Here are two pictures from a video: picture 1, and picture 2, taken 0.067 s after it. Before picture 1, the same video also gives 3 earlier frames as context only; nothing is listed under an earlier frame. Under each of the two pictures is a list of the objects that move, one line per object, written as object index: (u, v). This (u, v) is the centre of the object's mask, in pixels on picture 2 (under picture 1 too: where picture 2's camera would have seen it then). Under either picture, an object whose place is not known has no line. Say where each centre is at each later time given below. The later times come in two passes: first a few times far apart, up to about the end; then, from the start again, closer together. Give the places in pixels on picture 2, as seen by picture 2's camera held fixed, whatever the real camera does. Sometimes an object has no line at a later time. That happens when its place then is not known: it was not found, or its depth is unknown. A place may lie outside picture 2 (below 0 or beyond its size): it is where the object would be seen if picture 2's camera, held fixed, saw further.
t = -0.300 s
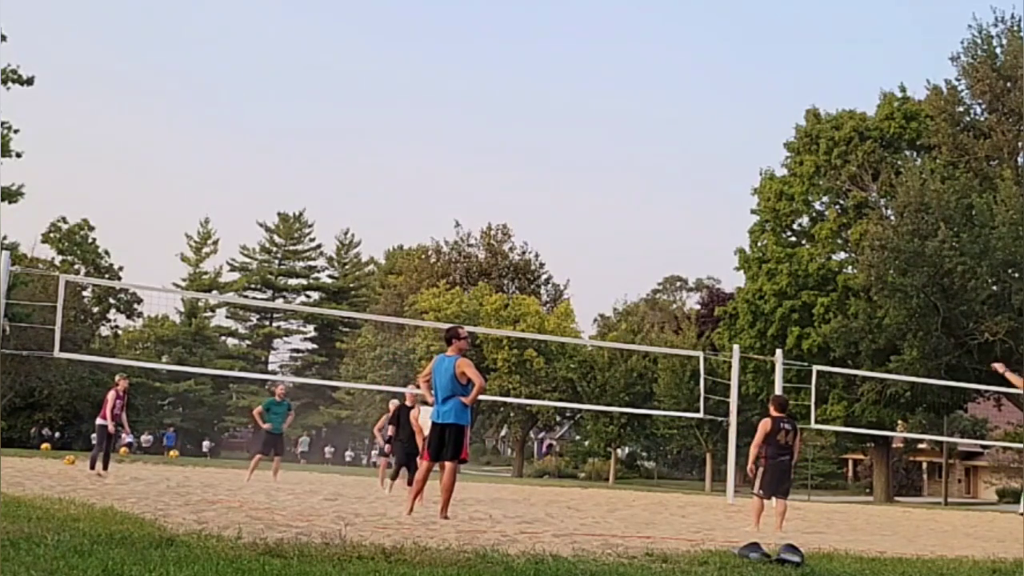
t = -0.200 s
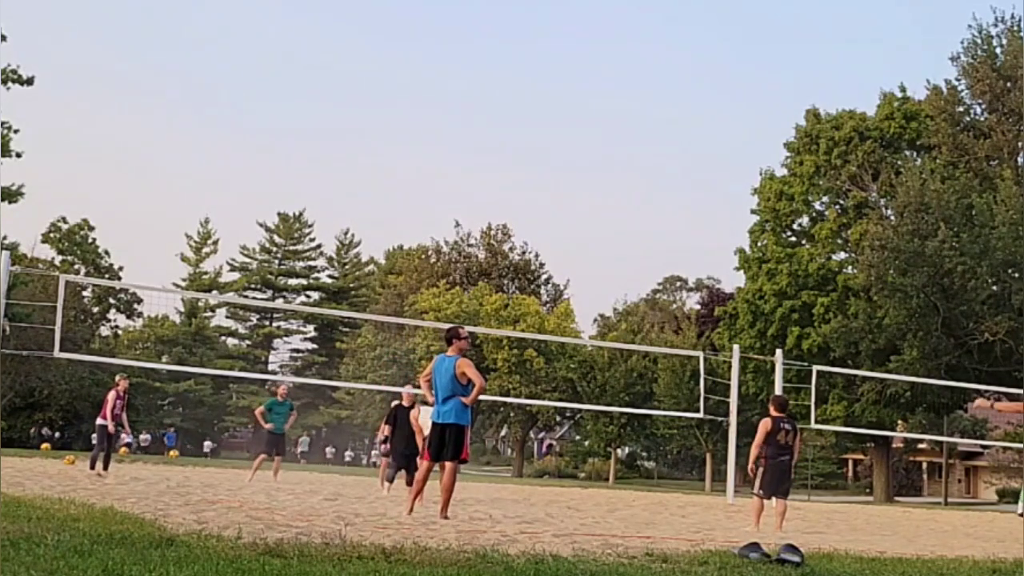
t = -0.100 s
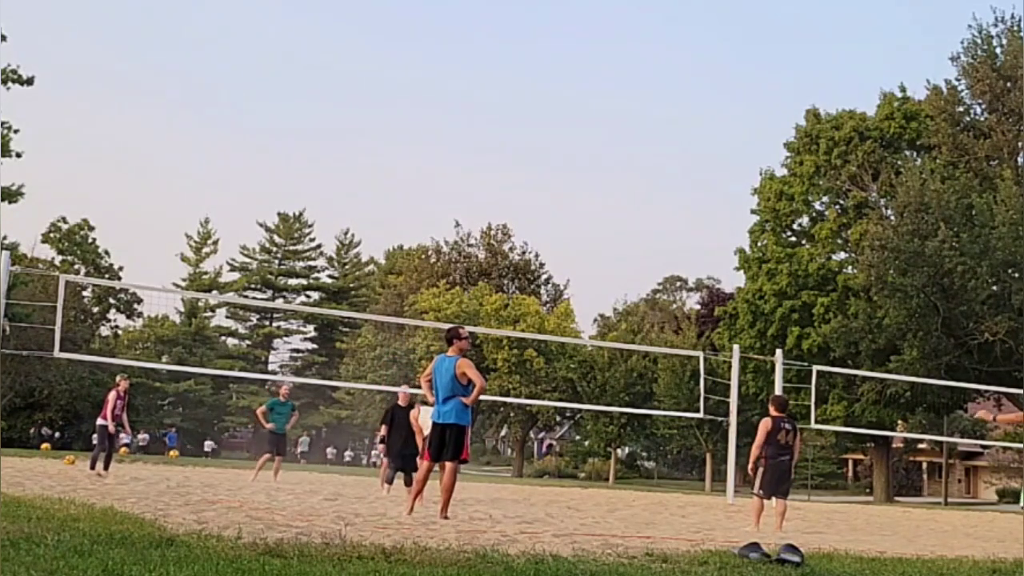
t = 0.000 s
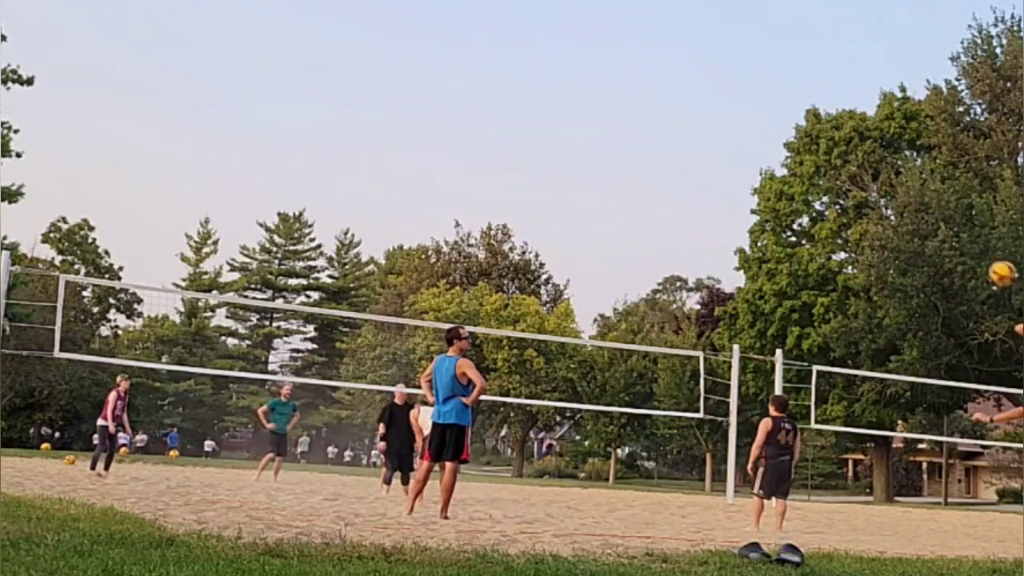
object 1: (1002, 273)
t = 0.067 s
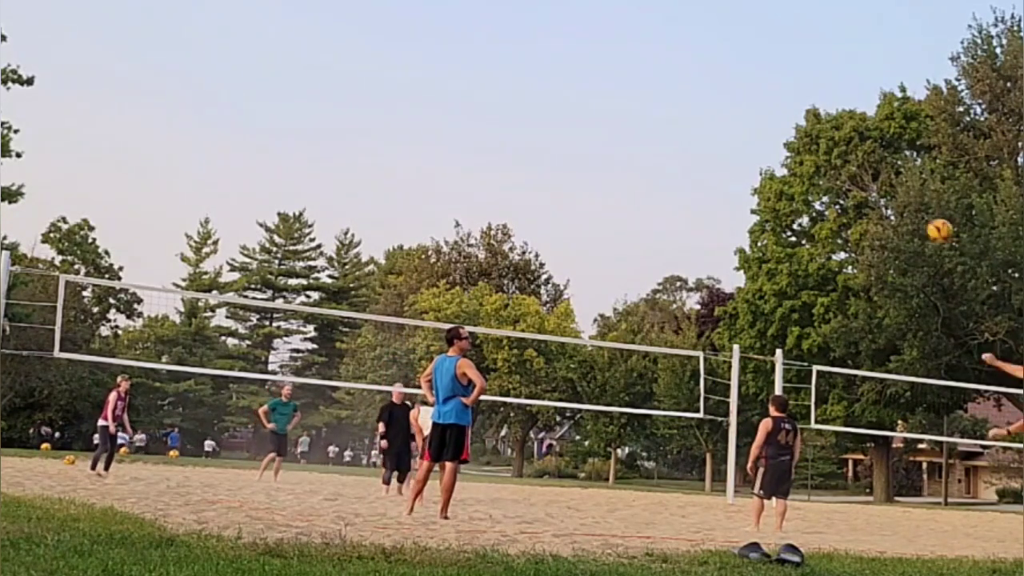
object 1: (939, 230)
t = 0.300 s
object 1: (768, 145)
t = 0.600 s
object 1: (618, 131)
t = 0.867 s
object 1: (520, 172)
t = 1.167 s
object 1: (433, 257)
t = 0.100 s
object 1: (910, 212)
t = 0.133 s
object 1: (883, 197)
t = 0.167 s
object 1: (858, 183)
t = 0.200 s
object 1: (834, 172)
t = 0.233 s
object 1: (810, 161)
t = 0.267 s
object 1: (788, 152)
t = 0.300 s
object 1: (768, 145)
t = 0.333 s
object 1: (749, 139)
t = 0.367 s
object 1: (730, 135)
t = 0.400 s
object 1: (712, 132)
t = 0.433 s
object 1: (694, 129)
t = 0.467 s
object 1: (678, 128)
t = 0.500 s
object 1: (661, 127)
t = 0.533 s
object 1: (647, 128)
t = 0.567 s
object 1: (632, 129)
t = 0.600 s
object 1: (618, 131)
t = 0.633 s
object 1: (604, 133)
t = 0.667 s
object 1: (591, 137)
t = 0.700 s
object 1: (578, 141)
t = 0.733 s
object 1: (566, 146)
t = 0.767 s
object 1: (554, 152)
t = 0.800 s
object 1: (542, 157)
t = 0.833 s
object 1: (531, 164)
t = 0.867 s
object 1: (520, 172)
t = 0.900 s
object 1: (510, 179)
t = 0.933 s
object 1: (500, 187)
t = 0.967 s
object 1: (489, 195)
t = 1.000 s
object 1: (480, 205)
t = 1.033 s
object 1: (470, 215)
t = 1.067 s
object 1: (461, 225)
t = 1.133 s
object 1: (441, 246)
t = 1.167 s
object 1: (433, 257)
